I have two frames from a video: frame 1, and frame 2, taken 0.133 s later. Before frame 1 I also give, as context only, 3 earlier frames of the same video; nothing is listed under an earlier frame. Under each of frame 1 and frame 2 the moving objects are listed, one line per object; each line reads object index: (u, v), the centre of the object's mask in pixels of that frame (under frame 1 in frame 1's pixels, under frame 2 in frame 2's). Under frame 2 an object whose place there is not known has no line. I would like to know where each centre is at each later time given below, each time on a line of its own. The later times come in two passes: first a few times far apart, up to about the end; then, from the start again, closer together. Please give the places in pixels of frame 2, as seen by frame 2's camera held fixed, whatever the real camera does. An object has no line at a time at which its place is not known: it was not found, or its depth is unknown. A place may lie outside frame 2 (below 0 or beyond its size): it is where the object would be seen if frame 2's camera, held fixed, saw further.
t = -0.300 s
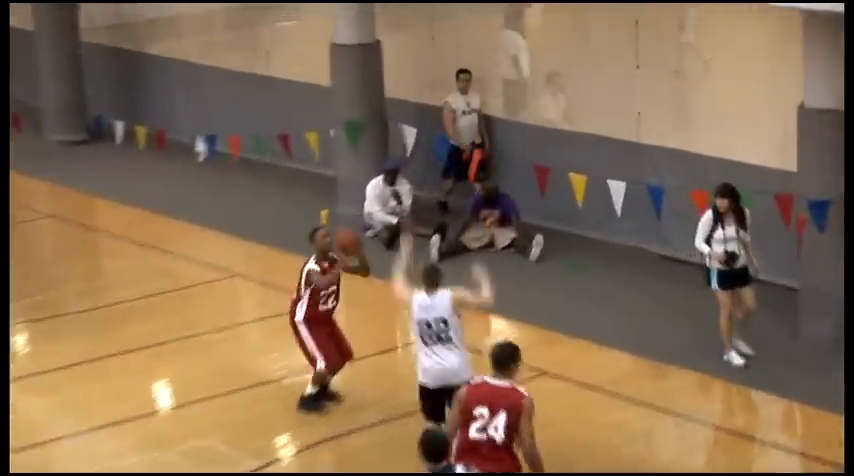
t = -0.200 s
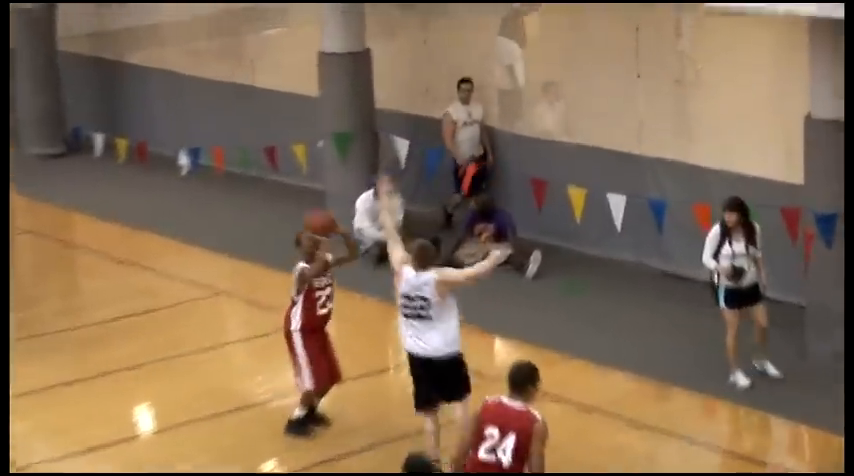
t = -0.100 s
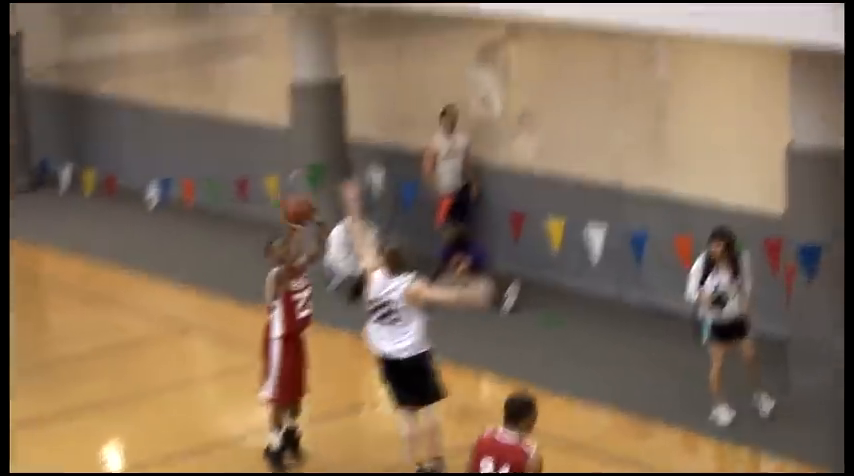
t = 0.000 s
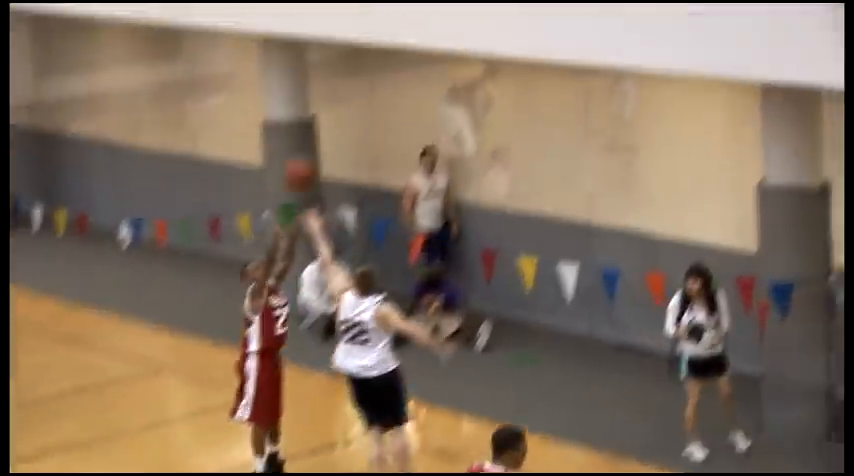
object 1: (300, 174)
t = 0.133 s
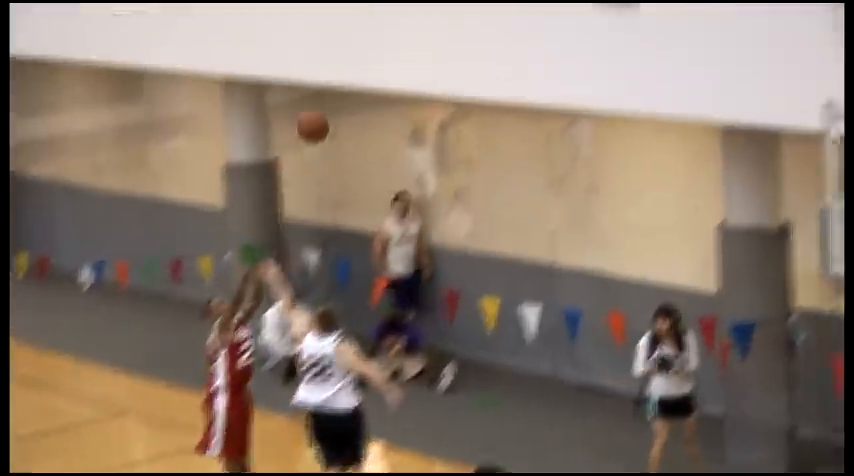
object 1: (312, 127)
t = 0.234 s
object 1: (351, 69)
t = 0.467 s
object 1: (457, -18)
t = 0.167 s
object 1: (325, 108)
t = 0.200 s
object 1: (337, 86)
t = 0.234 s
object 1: (351, 69)
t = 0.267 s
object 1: (365, 52)
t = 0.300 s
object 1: (380, 38)
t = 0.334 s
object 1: (394, 24)
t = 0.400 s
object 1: (425, 1)
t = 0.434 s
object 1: (441, -9)
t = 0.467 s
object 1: (457, -18)
